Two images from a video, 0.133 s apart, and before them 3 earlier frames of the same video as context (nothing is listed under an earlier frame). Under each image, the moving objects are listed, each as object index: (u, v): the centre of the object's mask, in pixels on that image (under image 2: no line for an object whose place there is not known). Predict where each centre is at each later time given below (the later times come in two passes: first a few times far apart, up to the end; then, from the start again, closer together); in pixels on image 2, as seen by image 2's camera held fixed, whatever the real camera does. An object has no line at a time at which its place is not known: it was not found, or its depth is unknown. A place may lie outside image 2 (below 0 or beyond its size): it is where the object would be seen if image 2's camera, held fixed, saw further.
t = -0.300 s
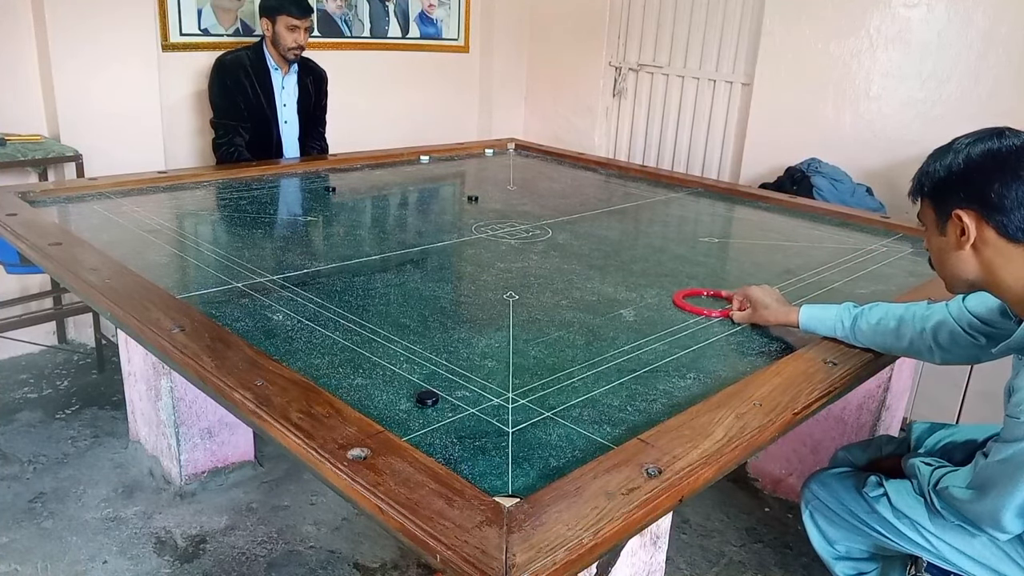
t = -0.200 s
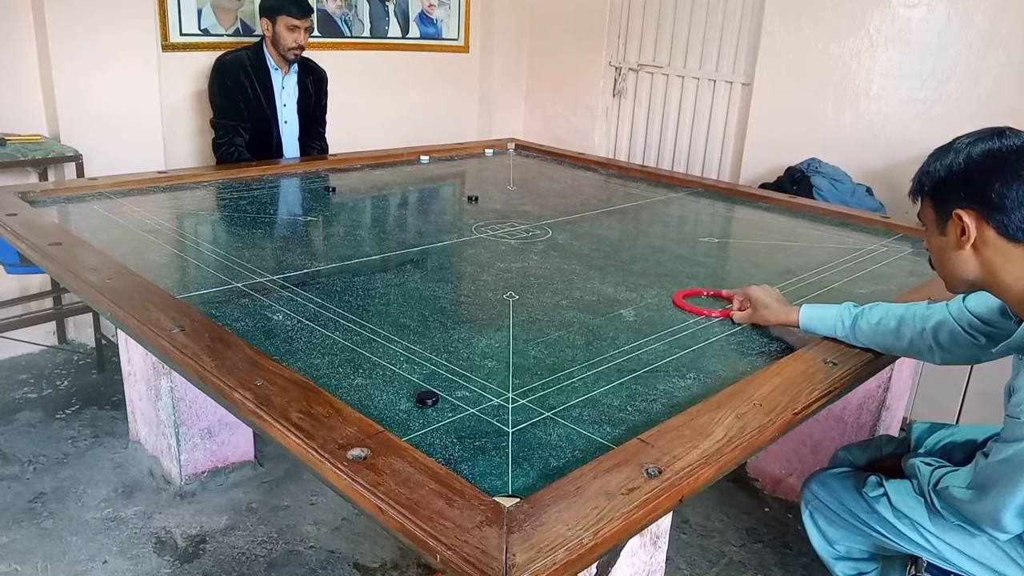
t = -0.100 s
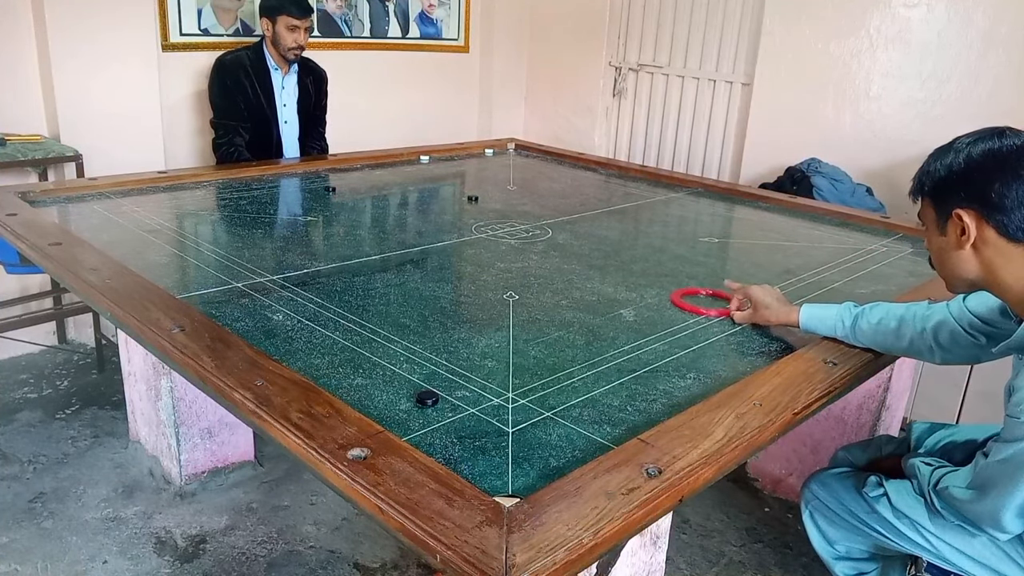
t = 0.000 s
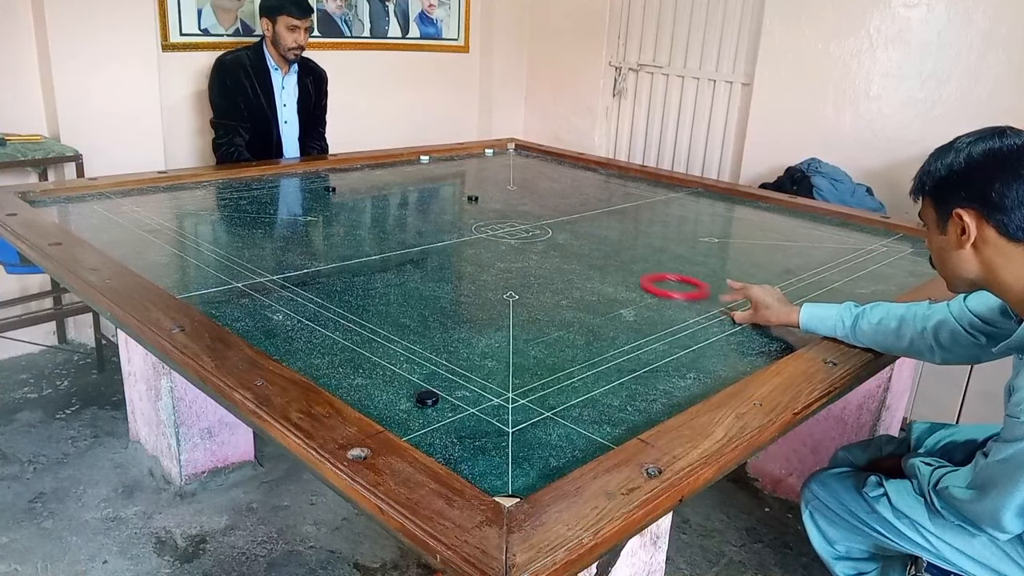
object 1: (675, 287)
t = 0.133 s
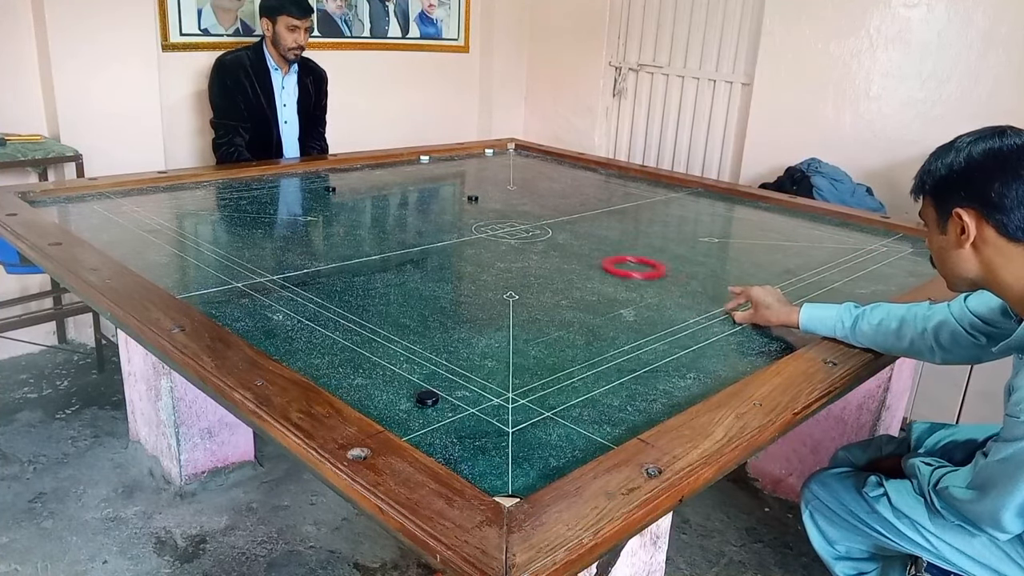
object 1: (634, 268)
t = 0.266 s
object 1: (599, 250)
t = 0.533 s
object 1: (540, 223)
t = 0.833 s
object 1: (490, 199)
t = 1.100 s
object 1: (464, 183)
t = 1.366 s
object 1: (440, 170)
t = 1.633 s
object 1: (429, 162)
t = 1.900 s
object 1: (440, 164)
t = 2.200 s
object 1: (450, 167)
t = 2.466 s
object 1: (460, 169)
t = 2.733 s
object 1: (469, 171)
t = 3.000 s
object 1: (478, 173)
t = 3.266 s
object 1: (485, 174)
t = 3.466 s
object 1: (489, 175)
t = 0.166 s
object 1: (624, 263)
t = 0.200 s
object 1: (615, 259)
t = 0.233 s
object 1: (607, 254)
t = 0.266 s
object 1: (599, 250)
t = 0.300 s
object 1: (590, 247)
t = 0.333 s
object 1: (582, 243)
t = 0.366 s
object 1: (576, 240)
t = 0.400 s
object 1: (567, 236)
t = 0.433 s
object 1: (560, 232)
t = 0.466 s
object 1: (553, 229)
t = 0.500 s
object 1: (546, 226)
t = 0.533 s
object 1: (540, 223)
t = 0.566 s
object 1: (534, 219)
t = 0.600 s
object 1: (527, 216)
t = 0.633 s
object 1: (521, 214)
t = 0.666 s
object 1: (516, 211)
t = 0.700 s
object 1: (510, 208)
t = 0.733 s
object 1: (504, 206)
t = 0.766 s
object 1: (498, 203)
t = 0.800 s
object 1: (494, 200)
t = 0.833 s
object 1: (490, 199)
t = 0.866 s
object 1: (487, 197)
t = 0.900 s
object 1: (483, 195)
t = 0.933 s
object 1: (479, 192)
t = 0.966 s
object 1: (477, 190)
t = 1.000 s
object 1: (473, 188)
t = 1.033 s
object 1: (470, 186)
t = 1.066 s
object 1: (467, 185)
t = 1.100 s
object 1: (464, 183)
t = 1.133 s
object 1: (460, 181)
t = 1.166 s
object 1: (457, 179)
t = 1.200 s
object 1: (454, 178)
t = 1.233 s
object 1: (451, 176)
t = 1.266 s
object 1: (448, 174)
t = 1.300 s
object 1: (446, 173)
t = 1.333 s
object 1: (443, 171)
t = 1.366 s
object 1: (440, 170)
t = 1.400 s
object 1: (437, 168)
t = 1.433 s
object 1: (434, 166)
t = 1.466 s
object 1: (432, 165)
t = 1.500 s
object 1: (430, 164)
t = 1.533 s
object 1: (429, 163)
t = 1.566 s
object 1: (428, 163)
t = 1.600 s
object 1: (428, 162)
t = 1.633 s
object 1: (429, 162)
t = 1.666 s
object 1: (430, 163)
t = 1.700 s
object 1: (432, 163)
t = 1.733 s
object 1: (433, 163)
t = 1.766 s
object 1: (434, 163)
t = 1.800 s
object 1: (436, 163)
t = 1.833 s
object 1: (437, 164)
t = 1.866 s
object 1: (438, 164)
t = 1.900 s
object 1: (440, 164)
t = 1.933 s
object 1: (441, 165)
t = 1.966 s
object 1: (442, 165)
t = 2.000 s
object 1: (443, 165)
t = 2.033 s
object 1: (444, 166)
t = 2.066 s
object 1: (446, 166)
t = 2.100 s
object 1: (447, 166)
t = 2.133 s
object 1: (449, 167)
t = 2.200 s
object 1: (450, 167)
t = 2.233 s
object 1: (451, 167)
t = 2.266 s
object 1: (453, 167)
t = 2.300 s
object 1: (454, 167)
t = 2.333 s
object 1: (455, 168)
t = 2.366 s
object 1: (456, 168)
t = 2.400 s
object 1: (458, 168)
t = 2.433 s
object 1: (459, 169)
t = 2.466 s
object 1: (460, 169)
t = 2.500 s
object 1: (461, 169)
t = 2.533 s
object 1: (463, 169)
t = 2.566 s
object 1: (464, 169)
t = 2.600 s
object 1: (465, 170)
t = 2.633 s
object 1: (466, 170)
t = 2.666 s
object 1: (467, 170)
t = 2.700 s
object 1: (468, 170)
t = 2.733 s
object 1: (469, 171)
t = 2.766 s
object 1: (470, 171)
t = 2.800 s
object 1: (471, 171)
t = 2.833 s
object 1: (472, 172)
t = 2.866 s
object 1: (473, 172)
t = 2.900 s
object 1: (475, 172)
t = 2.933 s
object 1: (475, 172)
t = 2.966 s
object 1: (476, 172)
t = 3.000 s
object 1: (478, 173)
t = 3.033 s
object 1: (478, 173)
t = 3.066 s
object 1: (479, 173)
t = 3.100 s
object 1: (481, 173)
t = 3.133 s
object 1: (482, 173)
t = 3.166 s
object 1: (482, 173)
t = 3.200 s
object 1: (483, 174)
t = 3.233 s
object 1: (484, 174)
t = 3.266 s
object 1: (485, 174)
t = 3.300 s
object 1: (486, 174)
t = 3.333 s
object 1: (486, 174)
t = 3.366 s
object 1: (487, 174)
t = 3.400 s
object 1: (488, 174)
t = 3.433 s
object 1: (489, 174)
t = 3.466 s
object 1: (489, 175)
